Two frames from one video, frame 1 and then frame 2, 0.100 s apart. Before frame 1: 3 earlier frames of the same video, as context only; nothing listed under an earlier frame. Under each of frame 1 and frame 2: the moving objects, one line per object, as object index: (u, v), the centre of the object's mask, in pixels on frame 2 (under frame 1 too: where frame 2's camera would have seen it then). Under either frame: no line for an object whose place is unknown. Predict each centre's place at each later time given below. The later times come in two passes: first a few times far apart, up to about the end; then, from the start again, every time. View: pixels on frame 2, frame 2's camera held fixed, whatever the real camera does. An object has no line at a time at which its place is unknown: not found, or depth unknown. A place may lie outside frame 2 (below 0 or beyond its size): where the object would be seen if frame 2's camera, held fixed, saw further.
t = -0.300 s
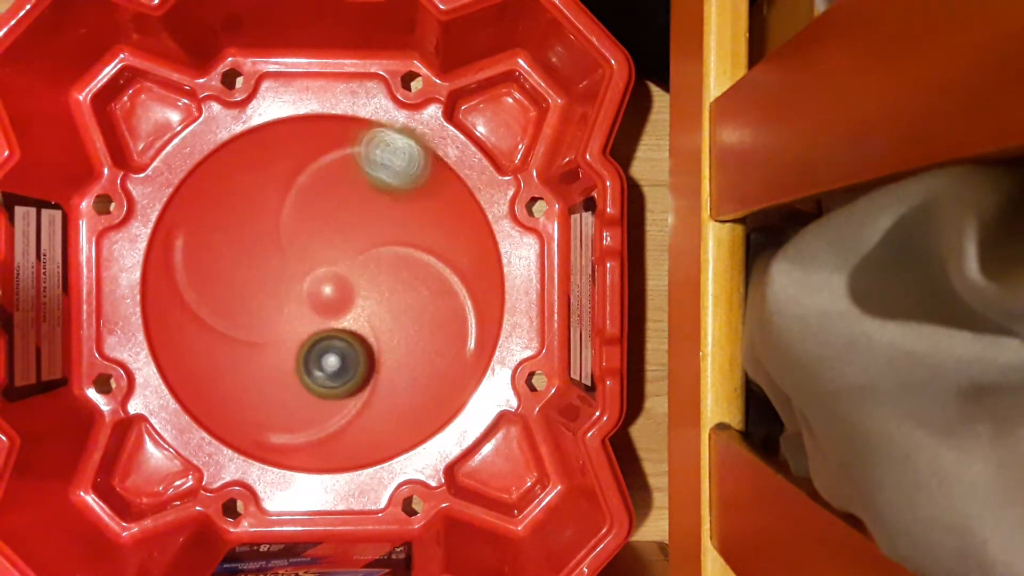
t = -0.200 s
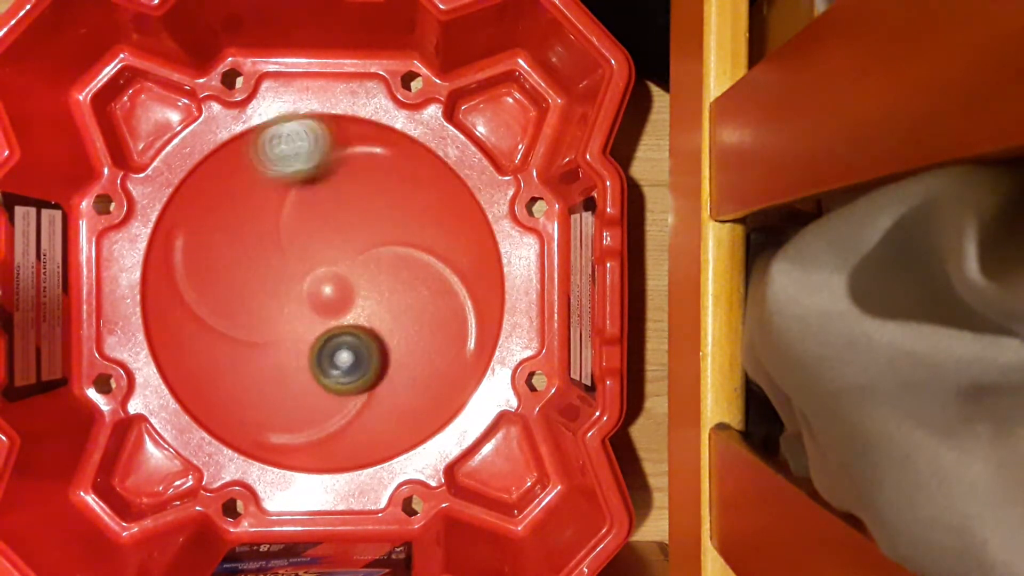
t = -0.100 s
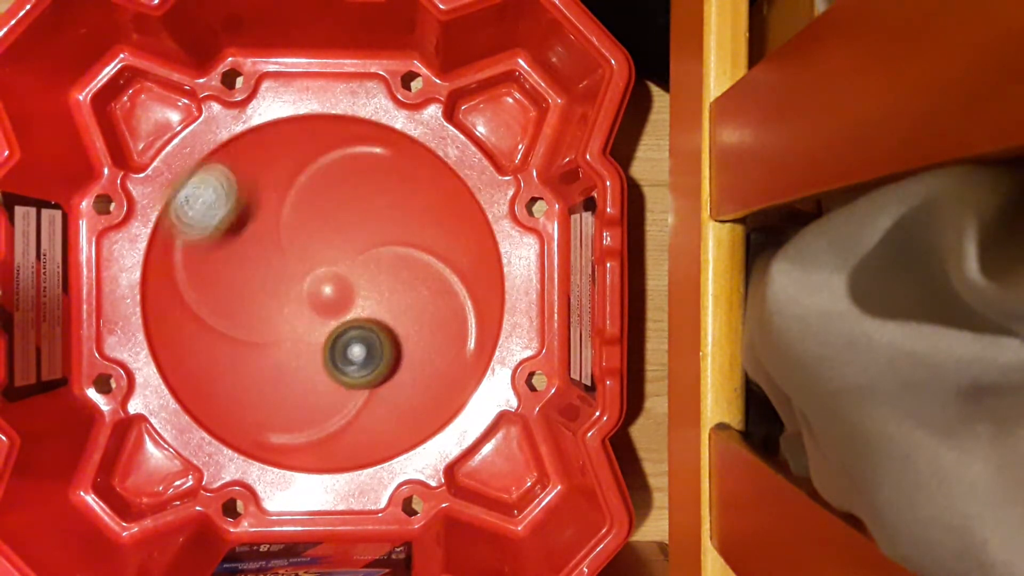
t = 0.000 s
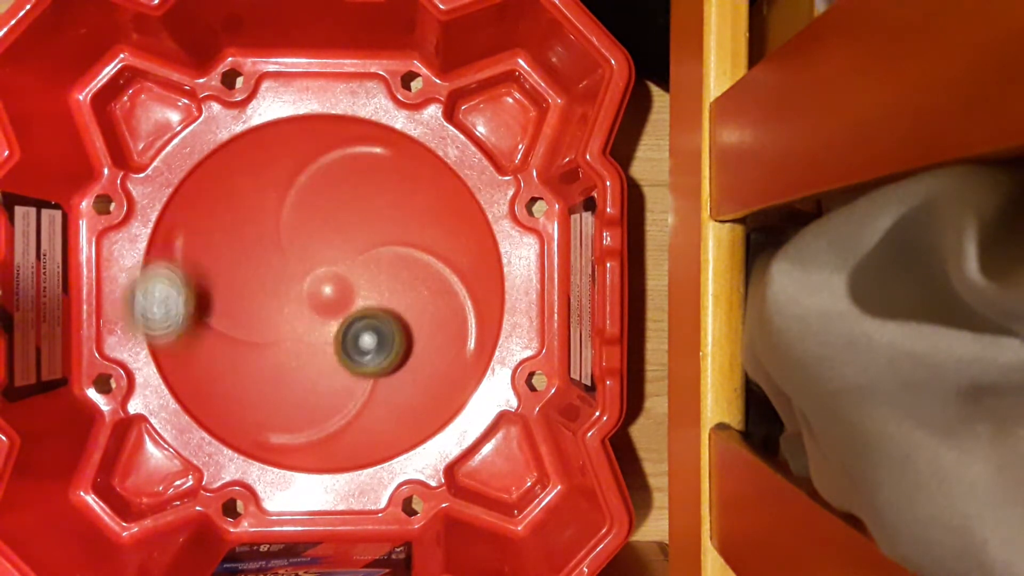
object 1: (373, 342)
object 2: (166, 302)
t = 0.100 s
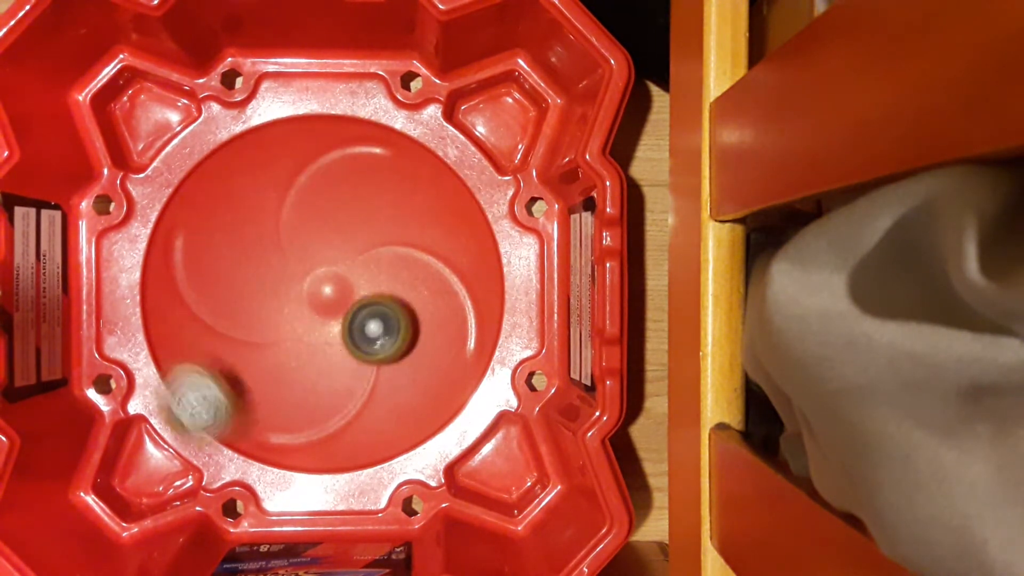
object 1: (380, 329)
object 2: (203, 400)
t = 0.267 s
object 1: (385, 302)
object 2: (373, 435)
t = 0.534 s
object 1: (370, 262)
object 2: (471, 229)
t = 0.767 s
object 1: (342, 245)
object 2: (277, 152)
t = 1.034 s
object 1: (305, 252)
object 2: (194, 355)
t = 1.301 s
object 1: (282, 285)
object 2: (396, 425)
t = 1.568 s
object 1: (286, 326)
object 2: (466, 241)
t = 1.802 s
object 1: (309, 347)
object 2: (296, 167)
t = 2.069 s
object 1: (349, 345)
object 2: (210, 346)
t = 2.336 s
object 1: (378, 320)
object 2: (384, 420)
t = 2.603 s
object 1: (380, 282)
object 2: (449, 250)
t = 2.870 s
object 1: (354, 253)
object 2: (282, 188)
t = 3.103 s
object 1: (321, 247)
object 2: (214, 332)
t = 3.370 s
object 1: (288, 267)
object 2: (367, 409)
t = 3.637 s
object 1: (283, 306)
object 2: (434, 259)
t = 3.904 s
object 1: (306, 340)
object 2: (285, 199)
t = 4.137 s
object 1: (339, 347)
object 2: (225, 329)
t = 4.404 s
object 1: (372, 324)
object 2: (367, 406)
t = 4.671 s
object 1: (377, 260)
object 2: (448, 290)
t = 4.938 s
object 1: (303, 162)
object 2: (374, 205)
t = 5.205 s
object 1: (269, 214)
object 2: (344, 343)
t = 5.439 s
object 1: (292, 346)
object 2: (409, 404)
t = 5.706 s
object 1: (320, 353)
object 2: (410, 301)
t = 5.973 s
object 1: (211, 307)
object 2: (323, 209)
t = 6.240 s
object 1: (157, 309)
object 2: (273, 226)
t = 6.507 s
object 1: (265, 343)
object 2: (366, 245)
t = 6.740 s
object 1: (342, 321)
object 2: (385, 227)
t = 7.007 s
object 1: (347, 346)
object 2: (362, 234)
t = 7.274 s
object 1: (336, 349)
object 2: (344, 265)
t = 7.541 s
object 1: (320, 357)
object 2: (366, 289)
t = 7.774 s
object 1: (312, 353)
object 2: (372, 297)
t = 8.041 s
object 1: (299, 341)
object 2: (366, 297)
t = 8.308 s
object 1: (274, 339)
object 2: (371, 293)
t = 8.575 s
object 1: (269, 339)
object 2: (361, 283)
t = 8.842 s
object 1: (267, 331)
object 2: (374, 317)
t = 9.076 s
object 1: (268, 311)
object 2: (375, 275)
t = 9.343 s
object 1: (264, 290)
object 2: (354, 309)
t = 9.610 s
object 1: (270, 277)
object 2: (367, 312)
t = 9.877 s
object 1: (284, 266)
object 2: (351, 314)
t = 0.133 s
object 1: (382, 324)
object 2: (229, 424)
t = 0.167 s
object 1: (383, 318)
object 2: (262, 440)
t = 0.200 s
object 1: (384, 313)
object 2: (302, 446)
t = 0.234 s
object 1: (385, 308)
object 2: (337, 445)
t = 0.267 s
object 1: (385, 302)
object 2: (373, 435)
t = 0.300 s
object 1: (385, 296)
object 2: (405, 420)
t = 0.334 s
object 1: (383, 291)
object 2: (432, 399)
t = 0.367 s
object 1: (381, 286)
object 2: (454, 374)
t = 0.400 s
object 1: (379, 280)
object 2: (473, 346)
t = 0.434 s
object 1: (377, 275)
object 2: (484, 317)
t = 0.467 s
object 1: (375, 270)
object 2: (487, 288)
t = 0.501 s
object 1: (373, 266)
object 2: (483, 258)
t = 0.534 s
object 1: (370, 262)
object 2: (471, 229)
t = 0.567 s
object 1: (366, 258)
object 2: (453, 202)
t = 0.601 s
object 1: (363, 255)
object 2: (431, 179)
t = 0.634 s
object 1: (359, 252)
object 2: (404, 160)
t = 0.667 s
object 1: (355, 250)
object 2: (373, 145)
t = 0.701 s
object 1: (351, 248)
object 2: (342, 141)
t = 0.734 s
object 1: (347, 246)
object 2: (309, 144)
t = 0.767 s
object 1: (342, 245)
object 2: (277, 152)
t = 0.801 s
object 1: (338, 245)
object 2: (248, 165)
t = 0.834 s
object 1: (333, 245)
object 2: (226, 186)
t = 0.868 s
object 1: (328, 245)
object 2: (208, 210)
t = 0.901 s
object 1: (323, 245)
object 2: (193, 237)
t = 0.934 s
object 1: (318, 247)
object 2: (186, 268)
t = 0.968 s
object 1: (313, 249)
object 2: (181, 297)
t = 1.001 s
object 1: (309, 250)
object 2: (185, 327)
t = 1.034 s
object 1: (305, 252)
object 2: (194, 355)
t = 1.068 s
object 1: (301, 255)
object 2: (210, 380)
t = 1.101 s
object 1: (297, 258)
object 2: (230, 402)
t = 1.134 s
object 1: (294, 262)
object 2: (258, 419)
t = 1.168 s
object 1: (290, 266)
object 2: (286, 430)
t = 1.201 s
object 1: (287, 270)
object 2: (313, 438)
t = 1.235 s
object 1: (285, 275)
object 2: (342, 440)
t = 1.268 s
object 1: (283, 280)
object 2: (370, 435)
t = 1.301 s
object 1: (282, 285)
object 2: (396, 425)
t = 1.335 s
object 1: (281, 290)
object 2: (422, 409)
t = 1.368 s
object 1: (281, 296)
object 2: (441, 389)
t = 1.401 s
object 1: (281, 301)
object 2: (457, 365)
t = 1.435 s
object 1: (281, 307)
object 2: (470, 342)
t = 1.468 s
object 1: (282, 311)
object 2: (479, 315)
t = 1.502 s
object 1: (283, 316)
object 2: (480, 290)
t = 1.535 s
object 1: (284, 322)
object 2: (475, 266)
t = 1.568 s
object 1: (286, 326)
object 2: (466, 241)
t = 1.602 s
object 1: (287, 331)
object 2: (452, 217)
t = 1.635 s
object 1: (290, 335)
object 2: (431, 198)
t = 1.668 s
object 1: (293, 338)
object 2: (406, 182)
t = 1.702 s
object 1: (296, 341)
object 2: (381, 171)
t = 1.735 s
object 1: (300, 344)
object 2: (353, 164)
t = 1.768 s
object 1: (304, 346)
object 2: (323, 163)
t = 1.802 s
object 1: (309, 347)
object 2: (296, 167)
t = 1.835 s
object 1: (313, 348)
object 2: (272, 178)
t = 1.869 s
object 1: (318, 349)
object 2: (248, 194)
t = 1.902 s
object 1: (323, 350)
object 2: (228, 214)
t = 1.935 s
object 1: (328, 350)
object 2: (214, 238)
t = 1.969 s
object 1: (334, 349)
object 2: (206, 264)
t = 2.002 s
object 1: (339, 348)
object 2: (204, 291)
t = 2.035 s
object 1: (344, 346)
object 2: (203, 321)
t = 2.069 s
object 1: (349, 345)
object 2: (210, 346)
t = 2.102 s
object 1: (353, 344)
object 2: (223, 369)
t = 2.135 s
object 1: (358, 342)
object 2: (240, 391)
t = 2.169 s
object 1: (363, 339)
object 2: (261, 407)
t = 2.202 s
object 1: (367, 336)
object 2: (285, 419)
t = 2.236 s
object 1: (370, 332)
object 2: (309, 426)
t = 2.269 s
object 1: (373, 328)
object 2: (334, 429)
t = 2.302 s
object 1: (375, 324)
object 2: (360, 427)
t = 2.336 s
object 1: (378, 320)
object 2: (384, 420)
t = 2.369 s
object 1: (380, 315)
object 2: (405, 408)
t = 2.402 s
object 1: (382, 310)
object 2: (425, 390)
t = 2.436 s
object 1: (383, 305)
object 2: (440, 370)
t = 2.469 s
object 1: (384, 301)
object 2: (452, 347)
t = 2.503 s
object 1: (384, 296)
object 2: (457, 323)
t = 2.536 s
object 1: (383, 291)
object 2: (458, 297)
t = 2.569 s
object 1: (381, 286)
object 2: (457, 273)
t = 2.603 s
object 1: (380, 282)
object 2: (449, 250)
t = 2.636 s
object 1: (378, 277)
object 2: (438, 229)
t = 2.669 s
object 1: (376, 273)
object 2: (422, 211)
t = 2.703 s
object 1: (373, 269)
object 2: (402, 196)
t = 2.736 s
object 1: (370, 265)
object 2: (379, 187)
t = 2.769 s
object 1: (367, 262)
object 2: (358, 179)
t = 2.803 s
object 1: (363, 258)
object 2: (331, 178)
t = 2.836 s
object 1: (358, 255)
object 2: (307, 181)
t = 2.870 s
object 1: (354, 253)
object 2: (282, 188)
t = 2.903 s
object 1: (350, 251)
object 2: (261, 201)
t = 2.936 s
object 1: (345, 249)
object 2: (243, 216)
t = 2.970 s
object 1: (340, 248)
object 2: (228, 237)
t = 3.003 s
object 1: (336, 247)
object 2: (217, 260)
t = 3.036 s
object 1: (331, 247)
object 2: (212, 283)
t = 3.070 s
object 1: (325, 247)
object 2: (211, 308)
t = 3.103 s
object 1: (321, 247)
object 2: (214, 332)
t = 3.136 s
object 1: (316, 248)
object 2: (222, 353)
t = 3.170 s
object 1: (311, 249)
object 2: (235, 372)
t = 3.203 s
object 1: (306, 251)
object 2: (251, 388)
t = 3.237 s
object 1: (302, 254)
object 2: (273, 403)
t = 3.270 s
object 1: (298, 256)
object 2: (296, 411)
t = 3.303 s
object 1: (294, 259)
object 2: (320, 414)
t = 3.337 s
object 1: (291, 263)
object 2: (343, 414)
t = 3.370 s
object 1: (288, 267)
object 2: (367, 409)
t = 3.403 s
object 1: (285, 271)
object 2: (385, 399)
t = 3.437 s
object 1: (283, 275)
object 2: (404, 384)
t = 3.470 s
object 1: (282, 280)
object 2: (420, 368)
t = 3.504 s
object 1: (281, 285)
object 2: (432, 348)
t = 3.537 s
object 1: (281, 291)
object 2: (441, 324)
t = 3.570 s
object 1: (281, 296)
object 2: (442, 302)
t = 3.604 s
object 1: (282, 301)
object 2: (441, 280)
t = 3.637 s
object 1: (283, 306)
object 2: (434, 259)
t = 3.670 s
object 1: (285, 311)
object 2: (425, 238)
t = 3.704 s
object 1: (287, 316)
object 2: (412, 223)
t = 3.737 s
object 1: (289, 321)
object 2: (395, 209)
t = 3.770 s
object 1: (292, 325)
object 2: (372, 199)
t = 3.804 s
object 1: (295, 330)
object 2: (352, 194)
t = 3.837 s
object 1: (299, 334)
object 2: (329, 191)
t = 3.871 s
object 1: (302, 337)
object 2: (307, 193)
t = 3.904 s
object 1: (306, 340)
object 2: (285, 199)
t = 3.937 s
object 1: (310, 343)
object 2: (265, 210)
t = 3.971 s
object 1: (314, 345)
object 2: (248, 225)
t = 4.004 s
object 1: (319, 347)
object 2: (235, 242)
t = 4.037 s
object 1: (324, 348)
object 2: (227, 262)
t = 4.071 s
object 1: (329, 348)
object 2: (222, 284)
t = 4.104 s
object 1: (333, 348)
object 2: (221, 307)
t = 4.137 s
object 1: (339, 347)
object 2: (225, 329)
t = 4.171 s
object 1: (344, 347)
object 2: (233, 349)
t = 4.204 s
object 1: (348, 346)
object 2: (246, 367)
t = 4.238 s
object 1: (353, 344)
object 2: (263, 381)
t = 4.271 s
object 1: (357, 342)
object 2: (281, 394)
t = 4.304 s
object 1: (361, 339)
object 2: (303, 402)
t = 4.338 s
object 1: (364, 336)
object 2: (325, 406)
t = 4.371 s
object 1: (369, 331)
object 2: (348, 405)
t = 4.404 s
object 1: (372, 324)
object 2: (367, 406)
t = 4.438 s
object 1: (376, 318)
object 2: (385, 401)
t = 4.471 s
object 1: (379, 311)
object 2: (401, 393)
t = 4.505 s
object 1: (381, 304)
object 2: (414, 381)
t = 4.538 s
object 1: (383, 297)
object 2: (425, 364)
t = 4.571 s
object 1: (384, 290)
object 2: (435, 346)
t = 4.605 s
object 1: (385, 283)
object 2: (442, 327)
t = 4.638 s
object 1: (381, 272)
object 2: (447, 310)
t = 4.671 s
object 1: (377, 260)
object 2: (448, 290)
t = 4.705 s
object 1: (373, 248)
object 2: (446, 271)
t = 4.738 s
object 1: (369, 236)
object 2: (440, 252)
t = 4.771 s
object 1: (361, 224)
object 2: (433, 238)
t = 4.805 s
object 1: (349, 211)
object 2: (429, 226)
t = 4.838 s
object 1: (336, 198)
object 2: (420, 216)
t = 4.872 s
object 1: (326, 186)
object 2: (405, 206)
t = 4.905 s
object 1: (318, 176)
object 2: (387, 202)
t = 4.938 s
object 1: (303, 162)
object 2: (374, 205)
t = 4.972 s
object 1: (287, 150)
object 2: (364, 216)
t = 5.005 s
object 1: (275, 142)
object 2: (353, 232)
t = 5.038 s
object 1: (266, 143)
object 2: (346, 250)
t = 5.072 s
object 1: (263, 151)
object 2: (339, 271)
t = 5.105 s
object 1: (263, 163)
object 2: (338, 288)
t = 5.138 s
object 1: (264, 178)
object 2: (339, 305)
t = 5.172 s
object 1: (266, 196)
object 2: (339, 324)
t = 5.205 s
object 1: (269, 214)
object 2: (344, 343)
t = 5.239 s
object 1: (272, 234)
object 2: (350, 359)
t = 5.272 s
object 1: (275, 254)
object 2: (358, 372)
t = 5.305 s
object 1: (278, 273)
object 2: (367, 384)
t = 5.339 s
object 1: (282, 293)
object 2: (376, 394)
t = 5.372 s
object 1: (284, 312)
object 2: (386, 399)
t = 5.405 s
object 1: (288, 330)
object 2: (397, 403)
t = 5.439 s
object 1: (292, 346)
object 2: (409, 404)
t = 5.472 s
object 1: (296, 359)
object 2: (420, 400)
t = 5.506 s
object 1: (300, 368)
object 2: (430, 393)
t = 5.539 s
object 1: (305, 375)
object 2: (437, 383)
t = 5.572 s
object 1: (310, 377)
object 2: (443, 369)
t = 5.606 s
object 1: (314, 376)
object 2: (442, 350)
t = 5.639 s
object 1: (319, 371)
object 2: (435, 333)
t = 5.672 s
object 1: (321, 363)
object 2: (424, 315)
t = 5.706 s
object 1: (320, 353)
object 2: (410, 301)
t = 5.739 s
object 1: (318, 342)
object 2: (392, 290)
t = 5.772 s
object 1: (314, 332)
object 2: (369, 282)
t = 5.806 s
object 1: (299, 330)
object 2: (362, 269)
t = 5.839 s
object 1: (276, 331)
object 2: (360, 250)
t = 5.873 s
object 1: (258, 329)
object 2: (355, 234)
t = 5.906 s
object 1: (241, 323)
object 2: (347, 222)
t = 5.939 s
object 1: (225, 315)
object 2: (336, 214)
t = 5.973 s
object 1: (211, 307)
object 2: (323, 209)
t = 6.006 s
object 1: (196, 300)
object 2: (308, 207)
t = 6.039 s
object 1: (184, 294)
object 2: (292, 207)
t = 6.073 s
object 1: (178, 290)
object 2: (276, 210)
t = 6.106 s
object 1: (176, 285)
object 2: (261, 216)
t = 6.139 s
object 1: (180, 280)
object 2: (247, 224)
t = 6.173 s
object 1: (174, 285)
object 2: (247, 228)
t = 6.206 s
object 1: (162, 298)
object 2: (261, 226)
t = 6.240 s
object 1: (157, 309)
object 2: (273, 226)
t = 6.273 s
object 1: (161, 321)
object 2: (284, 231)
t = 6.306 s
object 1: (169, 330)
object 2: (295, 236)
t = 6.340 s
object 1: (180, 337)
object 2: (307, 240)
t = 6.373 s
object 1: (194, 343)
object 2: (320, 243)
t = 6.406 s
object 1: (212, 346)
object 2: (333, 245)
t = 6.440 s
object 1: (229, 347)
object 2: (345, 247)
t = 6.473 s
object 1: (248, 346)
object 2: (355, 247)
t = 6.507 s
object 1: (265, 343)
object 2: (366, 245)
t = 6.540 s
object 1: (282, 339)
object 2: (375, 242)
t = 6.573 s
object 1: (298, 336)
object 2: (382, 239)
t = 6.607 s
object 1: (311, 332)
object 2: (387, 234)
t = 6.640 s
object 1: (322, 329)
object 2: (390, 230)
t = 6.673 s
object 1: (331, 326)
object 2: (390, 227)
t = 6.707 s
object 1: (338, 323)
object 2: (389, 226)
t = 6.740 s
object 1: (342, 321)
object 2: (385, 227)
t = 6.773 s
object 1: (345, 321)
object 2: (382, 229)
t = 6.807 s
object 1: (348, 321)
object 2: (377, 234)
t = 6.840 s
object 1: (351, 320)
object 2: (373, 240)
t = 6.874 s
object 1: (352, 321)
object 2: (370, 247)
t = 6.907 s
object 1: (351, 331)
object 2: (369, 243)
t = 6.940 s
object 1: (349, 340)
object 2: (367, 239)
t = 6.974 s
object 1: (347, 345)
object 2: (365, 235)
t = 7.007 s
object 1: (347, 346)
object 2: (362, 234)
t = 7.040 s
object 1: (347, 345)
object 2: (358, 233)
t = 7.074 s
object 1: (346, 342)
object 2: (354, 235)
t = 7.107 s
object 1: (346, 340)
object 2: (349, 238)
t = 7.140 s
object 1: (344, 338)
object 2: (345, 244)
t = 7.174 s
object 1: (342, 335)
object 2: (342, 252)
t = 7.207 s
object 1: (341, 335)
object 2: (341, 261)
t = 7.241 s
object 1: (338, 342)
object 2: (342, 263)
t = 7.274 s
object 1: (336, 349)
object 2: (344, 265)
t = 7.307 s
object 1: (335, 353)
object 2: (346, 269)
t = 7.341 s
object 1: (332, 353)
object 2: (348, 272)
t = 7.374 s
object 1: (331, 353)
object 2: (350, 275)
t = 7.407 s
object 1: (328, 354)
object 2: (352, 280)
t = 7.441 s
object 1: (325, 354)
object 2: (355, 284)
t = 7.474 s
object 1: (324, 356)
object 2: (360, 286)
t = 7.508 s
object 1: (322, 357)
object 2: (364, 288)
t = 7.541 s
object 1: (320, 357)
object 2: (366, 289)
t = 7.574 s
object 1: (318, 358)
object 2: (369, 292)
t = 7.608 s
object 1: (316, 358)
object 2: (371, 293)
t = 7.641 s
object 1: (315, 358)
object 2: (372, 294)
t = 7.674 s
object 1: (314, 358)
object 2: (373, 295)
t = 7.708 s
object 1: (313, 357)
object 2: (372, 296)
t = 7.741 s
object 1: (313, 355)
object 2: (373, 296)
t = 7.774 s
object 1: (312, 353)
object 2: (372, 297)
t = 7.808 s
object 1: (312, 351)
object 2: (371, 297)
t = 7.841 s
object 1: (311, 350)
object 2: (369, 299)
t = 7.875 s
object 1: (309, 349)
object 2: (369, 299)
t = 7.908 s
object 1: (307, 348)
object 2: (370, 298)
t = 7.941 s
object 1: (305, 347)
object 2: (370, 298)
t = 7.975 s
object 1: (303, 344)
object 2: (369, 298)
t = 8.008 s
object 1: (301, 343)
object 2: (368, 297)
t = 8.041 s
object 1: (299, 341)
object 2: (366, 297)
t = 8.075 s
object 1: (298, 339)
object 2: (363, 297)
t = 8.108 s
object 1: (295, 338)
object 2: (360, 298)
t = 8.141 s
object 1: (292, 338)
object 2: (358, 298)
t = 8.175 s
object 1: (291, 338)
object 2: (356, 298)
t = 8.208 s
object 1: (284, 338)
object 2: (361, 297)
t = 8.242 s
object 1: (279, 338)
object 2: (365, 296)
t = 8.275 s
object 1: (276, 339)
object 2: (369, 294)
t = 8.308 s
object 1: (274, 339)
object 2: (371, 293)
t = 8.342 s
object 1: (272, 339)
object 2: (372, 290)
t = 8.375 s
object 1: (271, 340)
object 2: (373, 288)
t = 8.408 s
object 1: (270, 341)
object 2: (373, 286)
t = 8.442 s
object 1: (270, 342)
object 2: (372, 284)
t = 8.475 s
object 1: (270, 342)
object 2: (370, 283)
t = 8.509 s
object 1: (269, 340)
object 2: (368, 283)
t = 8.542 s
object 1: (269, 339)
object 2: (365, 283)
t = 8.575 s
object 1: (269, 339)
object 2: (361, 283)
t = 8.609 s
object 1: (269, 338)
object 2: (356, 284)
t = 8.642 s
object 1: (271, 337)
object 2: (353, 287)
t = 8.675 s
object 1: (272, 335)
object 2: (351, 294)
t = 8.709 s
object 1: (274, 333)
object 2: (351, 303)
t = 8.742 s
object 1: (275, 332)
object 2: (350, 313)
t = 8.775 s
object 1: (271, 332)
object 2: (356, 318)
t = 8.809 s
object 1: (269, 332)
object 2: (366, 319)
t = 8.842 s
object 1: (267, 331)
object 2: (374, 317)
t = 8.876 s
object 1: (268, 328)
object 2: (381, 313)
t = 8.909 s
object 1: (268, 326)
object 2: (387, 307)
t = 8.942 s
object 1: (268, 322)
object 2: (390, 300)
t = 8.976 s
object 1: (268, 319)
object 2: (390, 292)
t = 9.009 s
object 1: (268, 316)
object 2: (387, 284)
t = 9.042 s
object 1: (268, 313)
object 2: (382, 279)
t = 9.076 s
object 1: (268, 311)
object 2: (375, 275)
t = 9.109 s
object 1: (268, 307)
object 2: (367, 273)
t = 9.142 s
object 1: (269, 305)
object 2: (360, 273)
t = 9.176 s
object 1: (269, 302)
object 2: (349, 277)
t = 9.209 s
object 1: (268, 299)
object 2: (342, 280)
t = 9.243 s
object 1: (265, 297)
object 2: (344, 284)
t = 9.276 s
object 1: (265, 294)
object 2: (348, 290)
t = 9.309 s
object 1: (265, 292)
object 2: (351, 298)
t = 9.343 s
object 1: (264, 290)
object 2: (354, 309)
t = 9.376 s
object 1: (264, 288)
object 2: (356, 315)
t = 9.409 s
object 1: (263, 286)
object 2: (359, 318)
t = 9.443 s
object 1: (263, 284)
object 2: (363, 319)
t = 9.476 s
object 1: (264, 282)
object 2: (366, 318)
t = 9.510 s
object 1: (264, 280)
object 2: (367, 316)
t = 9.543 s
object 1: (266, 279)
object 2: (368, 315)
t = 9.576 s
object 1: (268, 278)
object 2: (368, 313)
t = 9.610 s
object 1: (270, 277)
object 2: (367, 312)
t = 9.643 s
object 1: (272, 275)
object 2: (366, 309)
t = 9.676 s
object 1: (274, 275)
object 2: (364, 307)
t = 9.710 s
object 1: (277, 273)
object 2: (362, 305)
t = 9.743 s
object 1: (280, 273)
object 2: (357, 303)
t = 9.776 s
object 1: (282, 272)
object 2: (354, 302)
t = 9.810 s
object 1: (282, 270)
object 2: (352, 305)
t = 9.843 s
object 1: (282, 268)
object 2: (352, 311)
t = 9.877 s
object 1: (284, 266)
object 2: (351, 314)
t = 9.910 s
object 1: (287, 264)
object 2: (350, 316)
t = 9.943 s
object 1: (288, 262)
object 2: (349, 317)
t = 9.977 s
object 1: (290, 260)
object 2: (349, 318)
